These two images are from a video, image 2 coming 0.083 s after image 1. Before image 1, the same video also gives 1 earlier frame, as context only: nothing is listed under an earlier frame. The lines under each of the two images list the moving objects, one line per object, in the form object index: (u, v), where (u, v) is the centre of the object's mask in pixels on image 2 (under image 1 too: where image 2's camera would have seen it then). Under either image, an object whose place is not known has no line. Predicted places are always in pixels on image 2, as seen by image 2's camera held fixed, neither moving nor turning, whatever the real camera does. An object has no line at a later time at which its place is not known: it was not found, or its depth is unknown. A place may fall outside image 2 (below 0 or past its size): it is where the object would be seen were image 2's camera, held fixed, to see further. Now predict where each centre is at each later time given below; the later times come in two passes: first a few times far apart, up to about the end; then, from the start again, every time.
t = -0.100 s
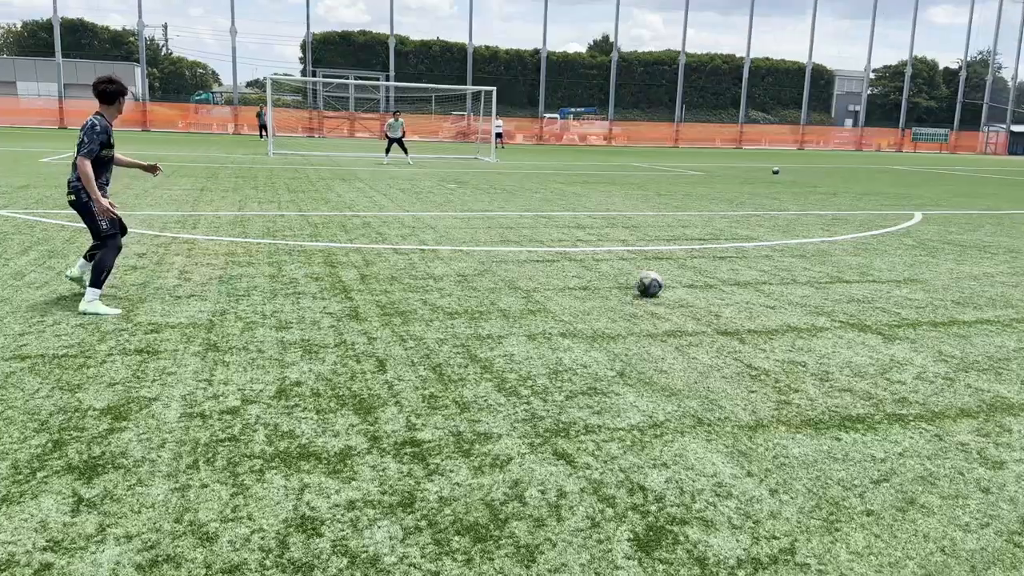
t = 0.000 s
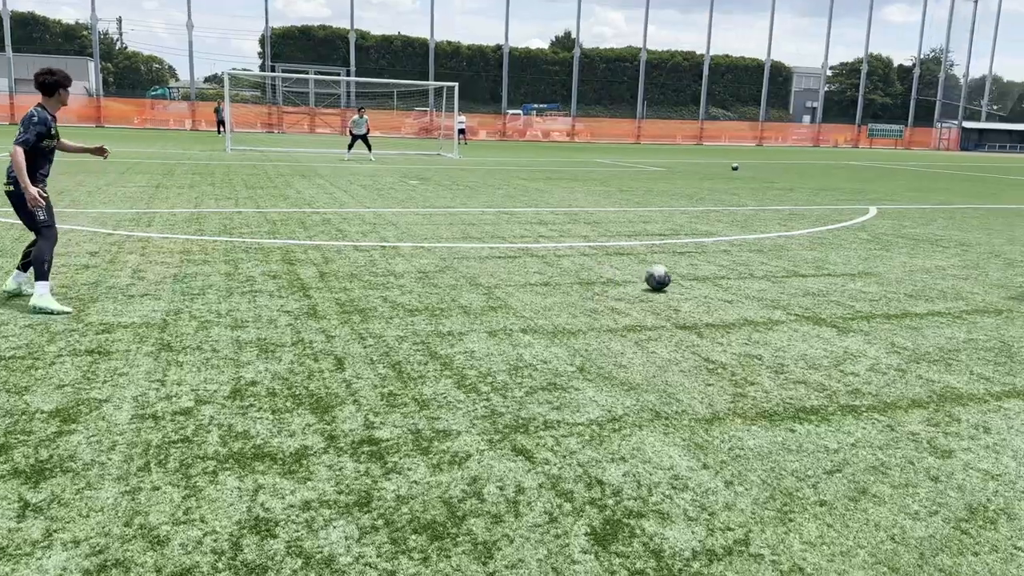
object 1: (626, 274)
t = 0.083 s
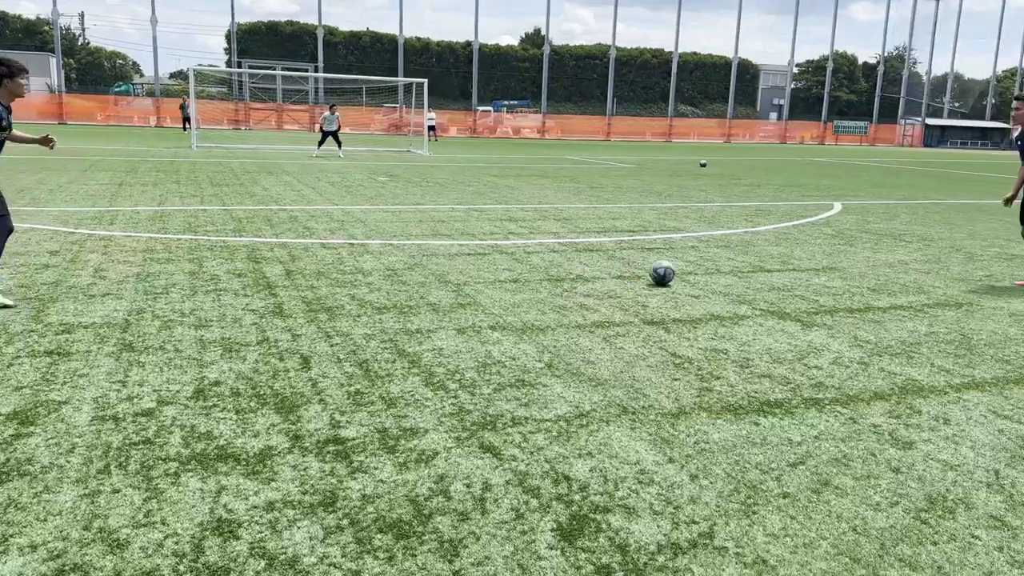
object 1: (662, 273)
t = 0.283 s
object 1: (739, 272)
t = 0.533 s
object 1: (825, 271)
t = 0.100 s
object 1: (668, 273)
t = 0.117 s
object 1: (675, 273)
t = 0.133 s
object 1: (682, 273)
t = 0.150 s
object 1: (688, 273)
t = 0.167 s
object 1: (695, 272)
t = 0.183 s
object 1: (702, 273)
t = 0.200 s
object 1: (708, 272)
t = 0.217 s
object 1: (715, 272)
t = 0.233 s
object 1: (721, 272)
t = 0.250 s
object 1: (727, 272)
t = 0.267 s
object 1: (733, 272)
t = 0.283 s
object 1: (739, 272)
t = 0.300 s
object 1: (745, 272)
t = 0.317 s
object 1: (751, 271)
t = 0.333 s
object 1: (757, 271)
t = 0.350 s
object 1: (763, 270)
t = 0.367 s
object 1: (769, 271)
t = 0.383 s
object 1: (775, 271)
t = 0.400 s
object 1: (780, 271)
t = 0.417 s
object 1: (786, 271)
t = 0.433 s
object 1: (792, 271)
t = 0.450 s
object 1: (798, 270)
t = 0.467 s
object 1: (803, 271)
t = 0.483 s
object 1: (809, 270)
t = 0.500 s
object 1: (814, 271)
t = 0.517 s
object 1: (820, 271)
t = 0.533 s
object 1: (825, 271)
